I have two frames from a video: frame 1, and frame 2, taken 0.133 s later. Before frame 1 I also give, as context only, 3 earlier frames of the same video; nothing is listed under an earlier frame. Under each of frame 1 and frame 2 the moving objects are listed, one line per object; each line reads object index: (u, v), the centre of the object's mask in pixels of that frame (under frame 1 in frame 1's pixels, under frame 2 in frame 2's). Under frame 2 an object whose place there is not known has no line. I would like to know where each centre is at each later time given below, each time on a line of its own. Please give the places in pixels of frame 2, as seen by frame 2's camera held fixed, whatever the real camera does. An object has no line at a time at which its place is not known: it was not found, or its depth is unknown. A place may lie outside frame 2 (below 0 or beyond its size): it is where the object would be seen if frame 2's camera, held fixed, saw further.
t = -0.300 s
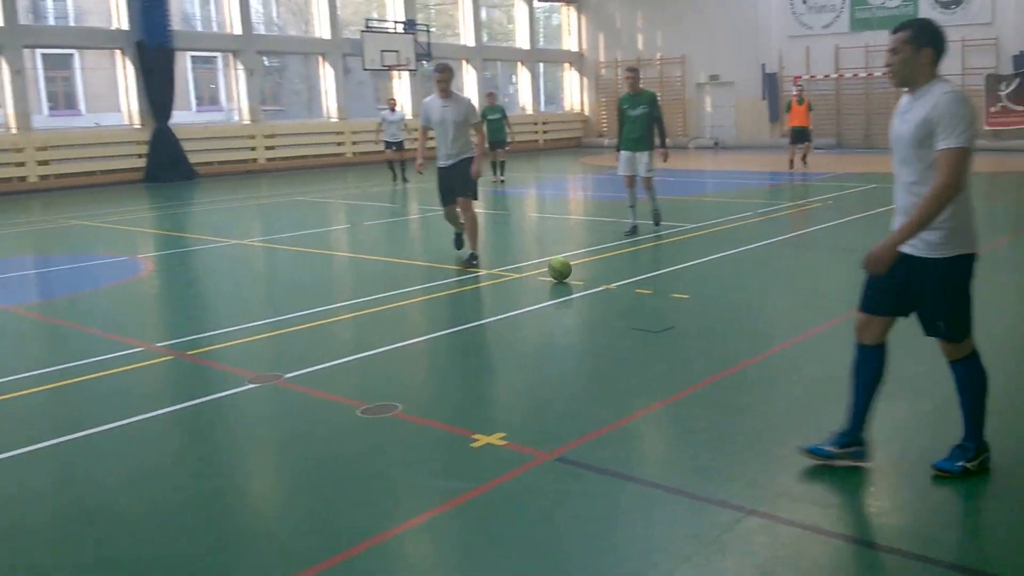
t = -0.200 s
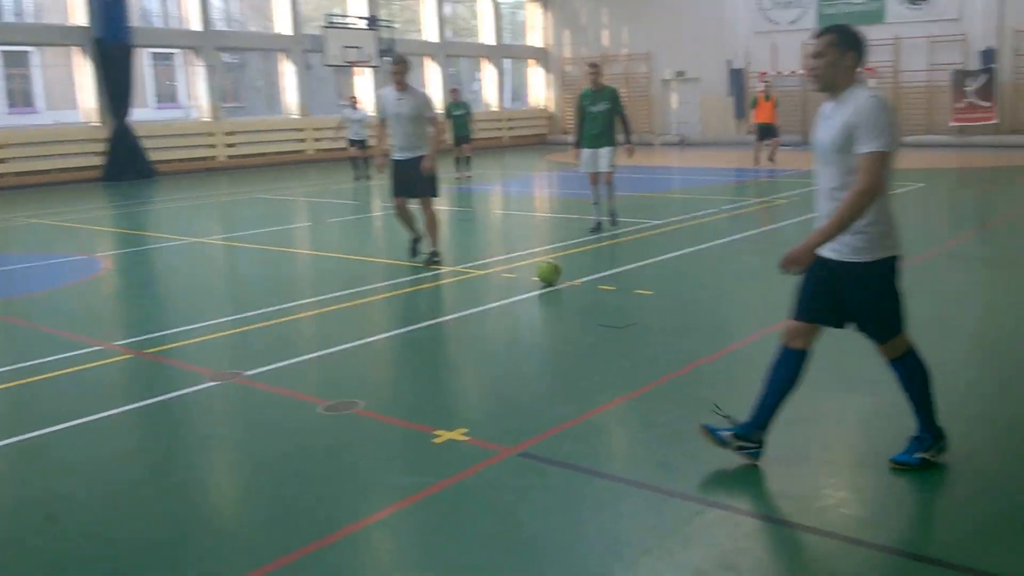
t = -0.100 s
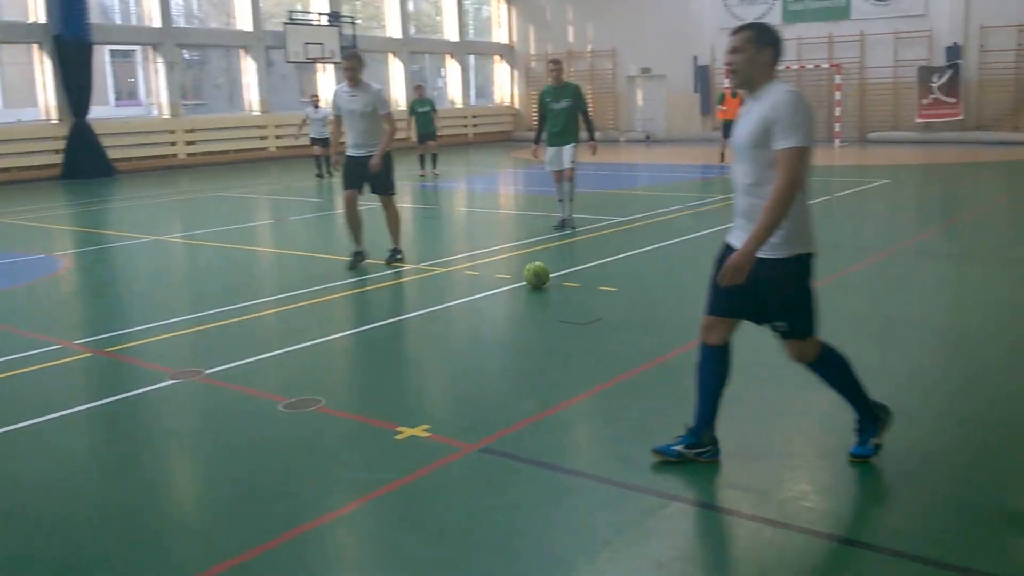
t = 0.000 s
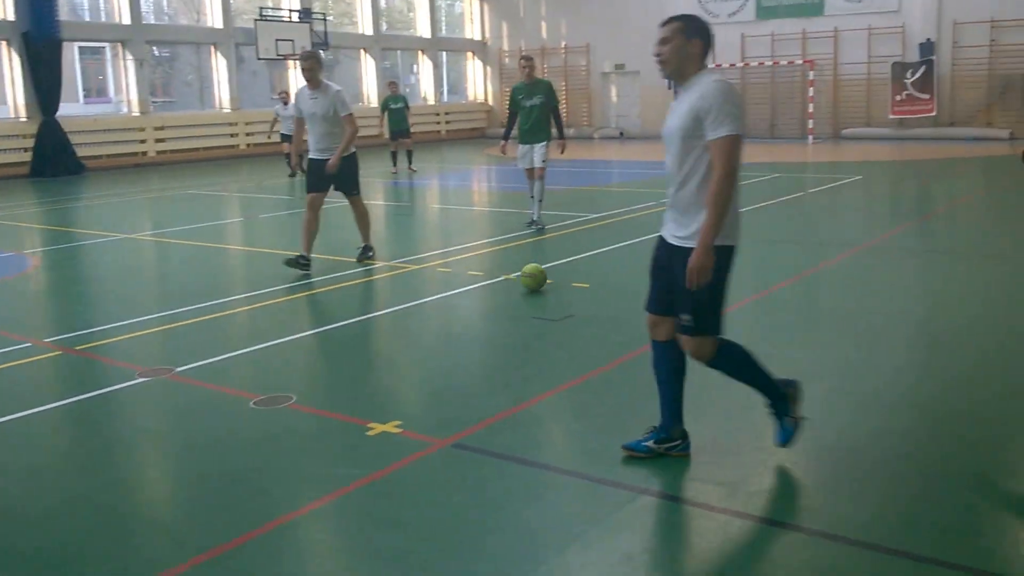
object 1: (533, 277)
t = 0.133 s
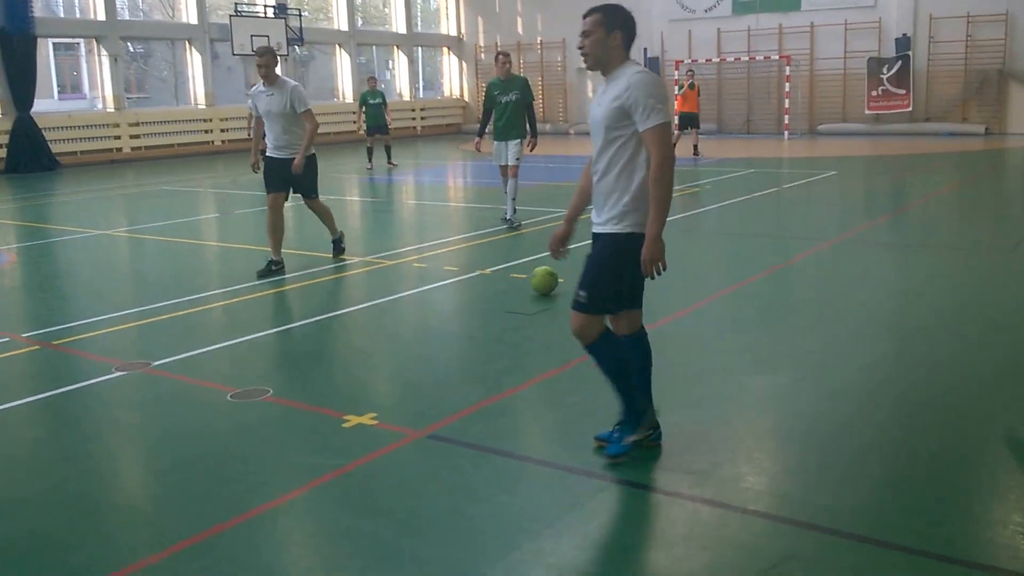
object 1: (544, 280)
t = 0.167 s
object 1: (550, 281)
